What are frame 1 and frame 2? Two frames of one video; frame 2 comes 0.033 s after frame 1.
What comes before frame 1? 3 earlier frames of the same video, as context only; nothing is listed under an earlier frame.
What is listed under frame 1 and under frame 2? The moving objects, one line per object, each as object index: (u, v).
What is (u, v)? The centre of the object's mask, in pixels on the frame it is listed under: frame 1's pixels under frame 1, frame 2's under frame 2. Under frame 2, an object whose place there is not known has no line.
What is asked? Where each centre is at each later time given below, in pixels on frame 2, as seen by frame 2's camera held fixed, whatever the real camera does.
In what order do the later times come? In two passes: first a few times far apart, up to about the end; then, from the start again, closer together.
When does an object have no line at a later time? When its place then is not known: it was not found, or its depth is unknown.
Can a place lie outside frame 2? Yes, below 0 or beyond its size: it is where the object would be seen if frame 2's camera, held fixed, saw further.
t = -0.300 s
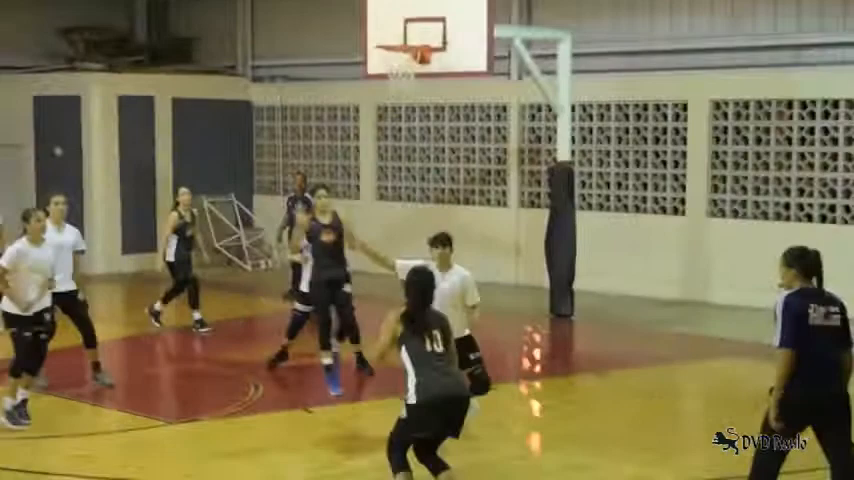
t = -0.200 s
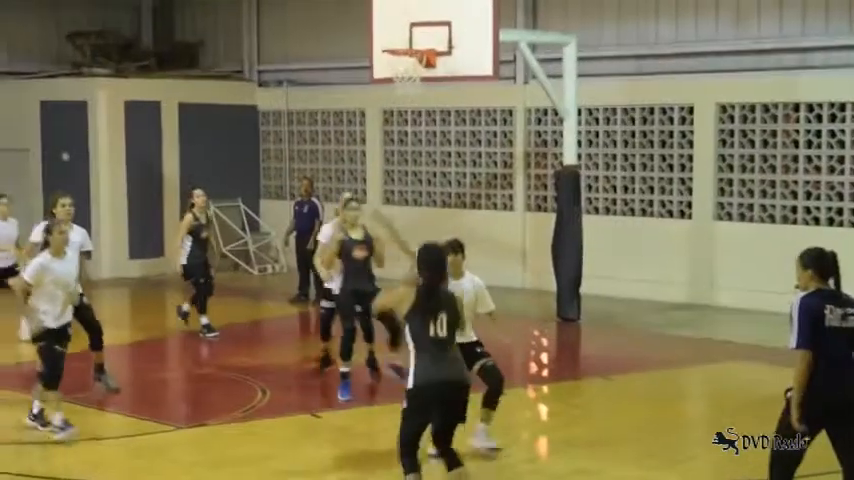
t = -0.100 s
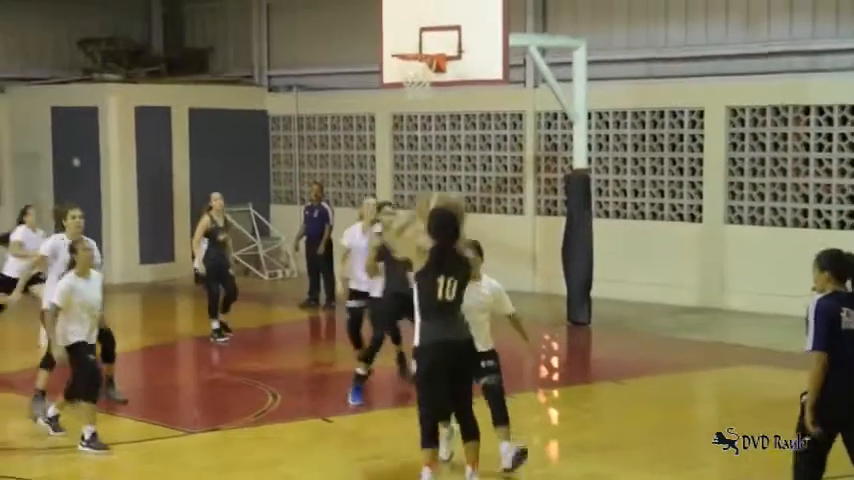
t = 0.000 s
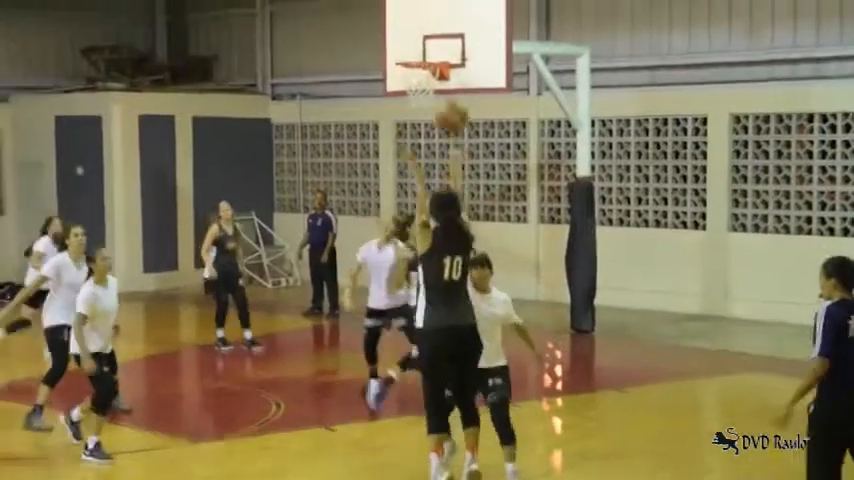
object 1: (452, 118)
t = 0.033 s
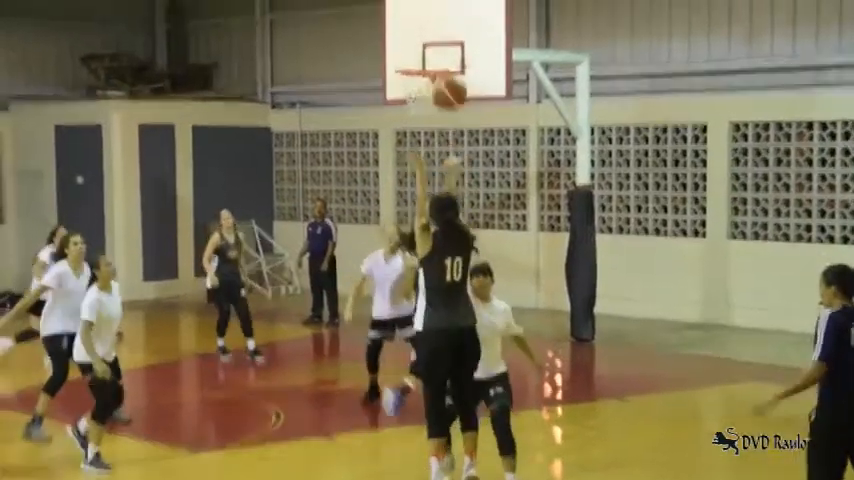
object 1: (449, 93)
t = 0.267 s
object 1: (441, -73)
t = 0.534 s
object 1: (436, -136)
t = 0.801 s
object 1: (432, -110)
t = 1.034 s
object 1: (430, -32)
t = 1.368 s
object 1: (376, 57)
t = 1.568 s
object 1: (293, 75)
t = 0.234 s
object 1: (442, -58)
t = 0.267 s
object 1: (441, -73)
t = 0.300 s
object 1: (440, -88)
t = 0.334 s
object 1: (439, -101)
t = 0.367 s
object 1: (439, -110)
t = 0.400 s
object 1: (438, -119)
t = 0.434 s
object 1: (438, -126)
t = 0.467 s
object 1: (437, -132)
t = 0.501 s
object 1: (436, -134)
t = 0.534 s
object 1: (436, -136)
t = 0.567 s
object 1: (434, -137)
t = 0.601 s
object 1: (434, -136)
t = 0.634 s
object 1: (433, -136)
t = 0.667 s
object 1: (434, -133)
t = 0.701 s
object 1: (433, -129)
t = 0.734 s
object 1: (433, -123)
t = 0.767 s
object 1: (432, -117)
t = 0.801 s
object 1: (432, -110)
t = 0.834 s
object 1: (432, -102)
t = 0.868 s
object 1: (431, -92)
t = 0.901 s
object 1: (432, -82)
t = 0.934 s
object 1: (431, -71)
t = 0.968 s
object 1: (432, -60)
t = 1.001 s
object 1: (431, -46)
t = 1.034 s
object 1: (430, -32)
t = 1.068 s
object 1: (430, -18)
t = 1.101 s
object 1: (430, -3)
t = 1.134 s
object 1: (431, 14)
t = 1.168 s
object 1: (431, 31)
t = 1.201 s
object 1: (431, 48)
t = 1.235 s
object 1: (433, 63)
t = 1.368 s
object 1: (376, 57)
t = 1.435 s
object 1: (348, 60)
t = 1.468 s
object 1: (332, 62)
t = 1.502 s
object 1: (318, 66)
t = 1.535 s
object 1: (305, 70)
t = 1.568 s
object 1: (293, 75)
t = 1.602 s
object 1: (279, 83)
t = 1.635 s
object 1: (263, 91)
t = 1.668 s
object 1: (249, 98)
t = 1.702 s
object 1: (236, 108)
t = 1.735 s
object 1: (223, 119)
